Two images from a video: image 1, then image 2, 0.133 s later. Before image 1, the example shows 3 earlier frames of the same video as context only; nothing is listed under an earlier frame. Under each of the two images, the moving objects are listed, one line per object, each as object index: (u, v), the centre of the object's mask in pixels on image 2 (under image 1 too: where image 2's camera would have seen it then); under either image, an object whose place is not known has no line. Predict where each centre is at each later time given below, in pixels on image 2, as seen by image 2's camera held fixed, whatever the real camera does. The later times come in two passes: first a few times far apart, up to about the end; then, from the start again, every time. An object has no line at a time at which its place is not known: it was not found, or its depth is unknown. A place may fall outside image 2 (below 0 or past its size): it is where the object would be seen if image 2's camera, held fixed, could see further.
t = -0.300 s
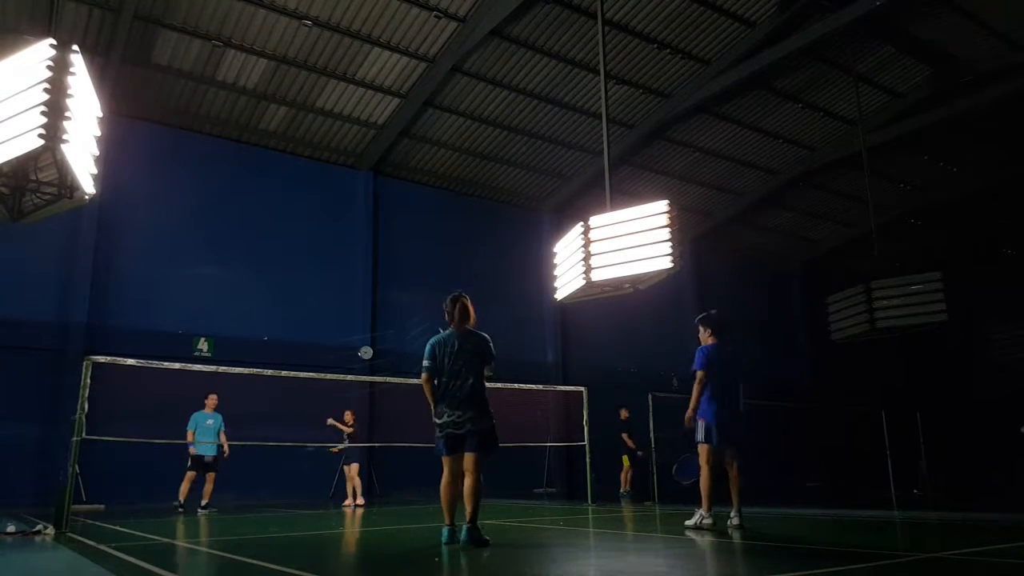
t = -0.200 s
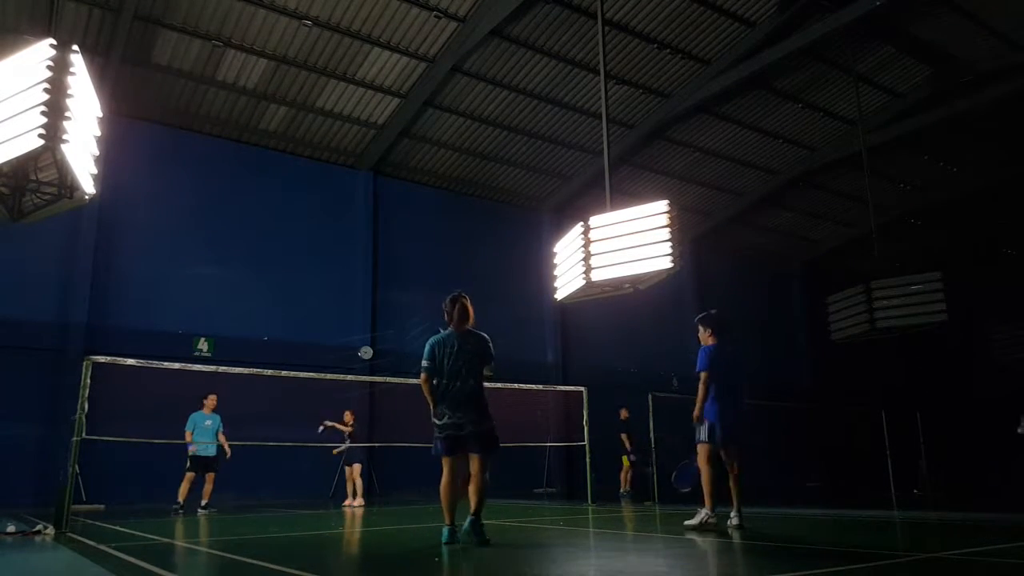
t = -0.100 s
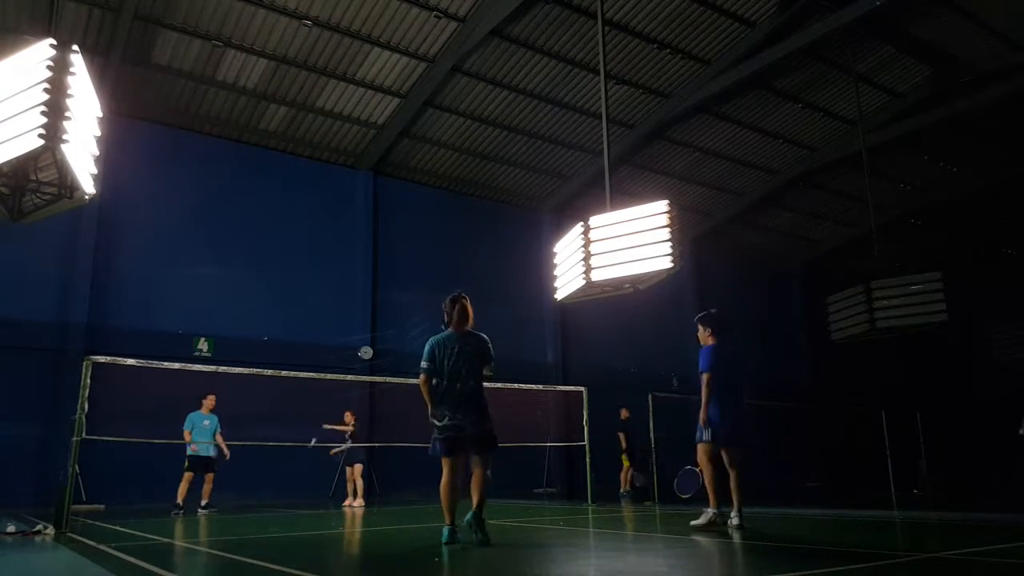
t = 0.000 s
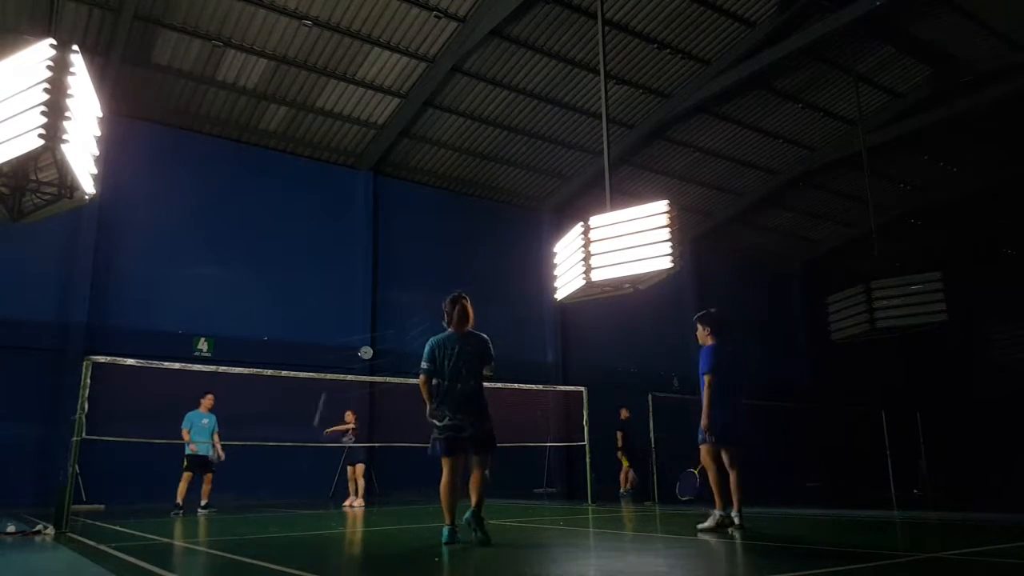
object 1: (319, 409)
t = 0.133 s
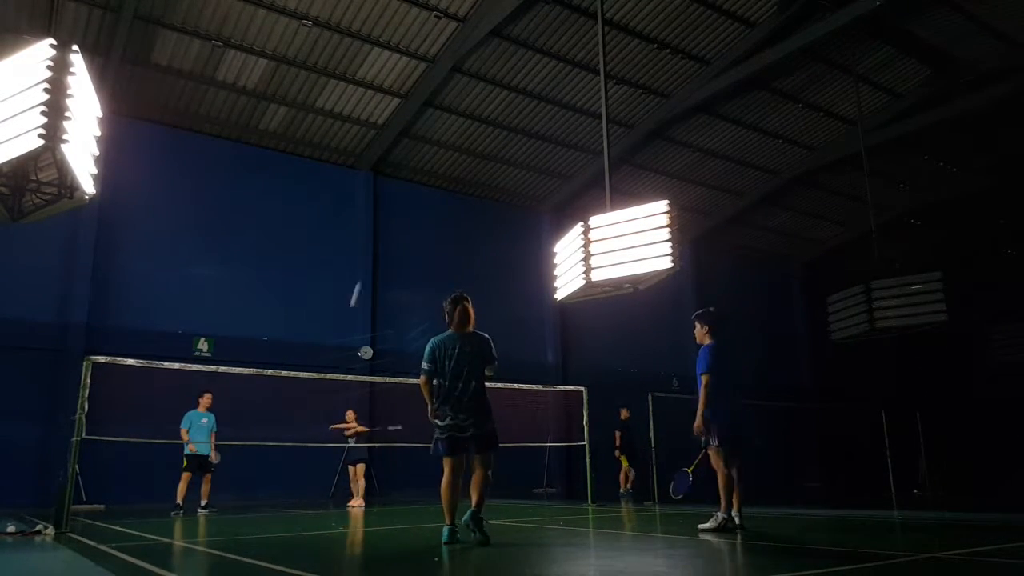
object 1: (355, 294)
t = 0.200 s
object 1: (371, 250)
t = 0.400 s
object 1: (409, 150)
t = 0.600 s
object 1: (445, 84)
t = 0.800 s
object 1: (481, 52)
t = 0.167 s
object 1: (364, 270)
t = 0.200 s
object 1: (371, 250)
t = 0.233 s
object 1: (378, 231)
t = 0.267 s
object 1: (384, 212)
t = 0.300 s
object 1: (390, 195)
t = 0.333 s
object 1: (397, 179)
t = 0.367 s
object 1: (403, 164)
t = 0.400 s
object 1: (409, 150)
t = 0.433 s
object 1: (415, 136)
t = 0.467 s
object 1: (421, 124)
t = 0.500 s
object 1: (427, 113)
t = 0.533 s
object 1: (433, 102)
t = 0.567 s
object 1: (439, 92)
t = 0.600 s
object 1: (445, 84)
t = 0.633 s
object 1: (451, 76)
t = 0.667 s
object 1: (457, 69)
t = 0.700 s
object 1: (463, 64)
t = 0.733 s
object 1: (469, 59)
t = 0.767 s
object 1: (475, 55)
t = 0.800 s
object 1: (481, 52)
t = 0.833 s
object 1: (487, 51)
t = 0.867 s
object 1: (493, 51)
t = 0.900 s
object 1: (499, 52)
